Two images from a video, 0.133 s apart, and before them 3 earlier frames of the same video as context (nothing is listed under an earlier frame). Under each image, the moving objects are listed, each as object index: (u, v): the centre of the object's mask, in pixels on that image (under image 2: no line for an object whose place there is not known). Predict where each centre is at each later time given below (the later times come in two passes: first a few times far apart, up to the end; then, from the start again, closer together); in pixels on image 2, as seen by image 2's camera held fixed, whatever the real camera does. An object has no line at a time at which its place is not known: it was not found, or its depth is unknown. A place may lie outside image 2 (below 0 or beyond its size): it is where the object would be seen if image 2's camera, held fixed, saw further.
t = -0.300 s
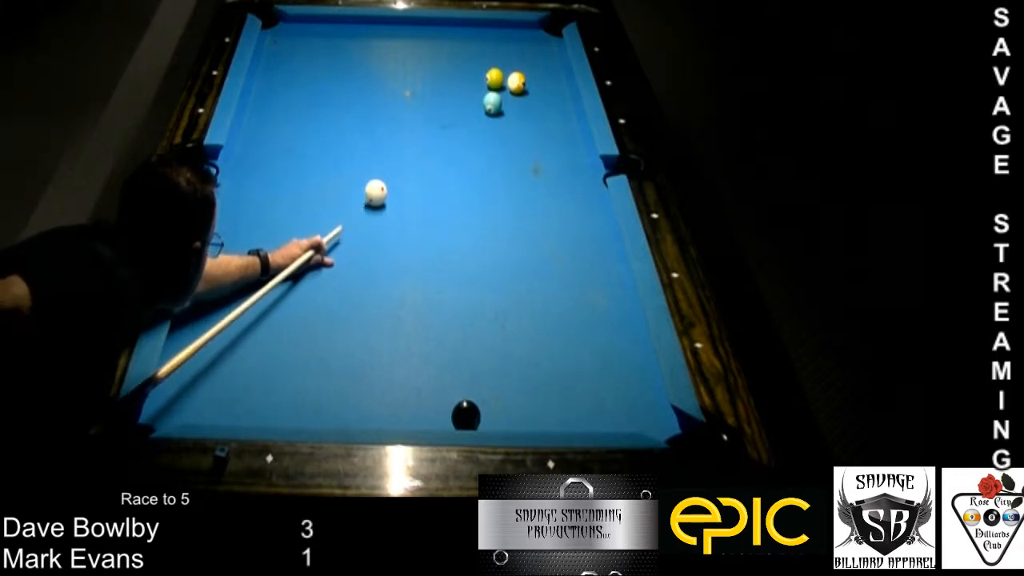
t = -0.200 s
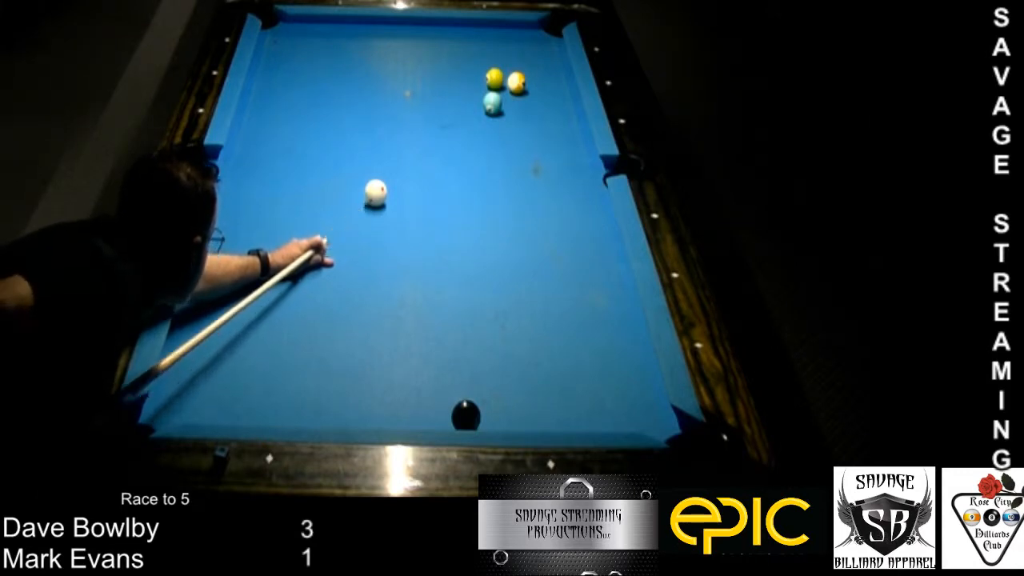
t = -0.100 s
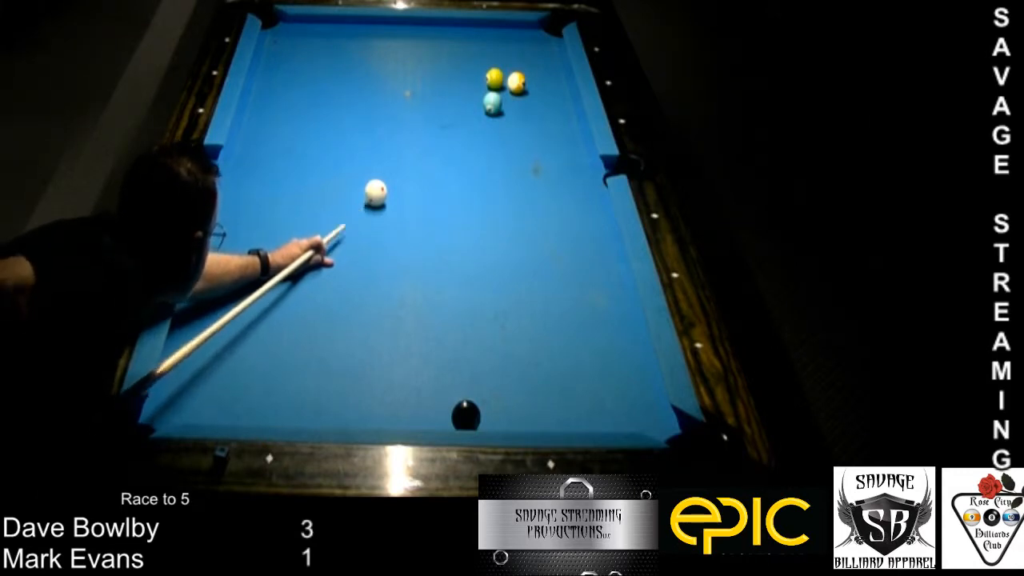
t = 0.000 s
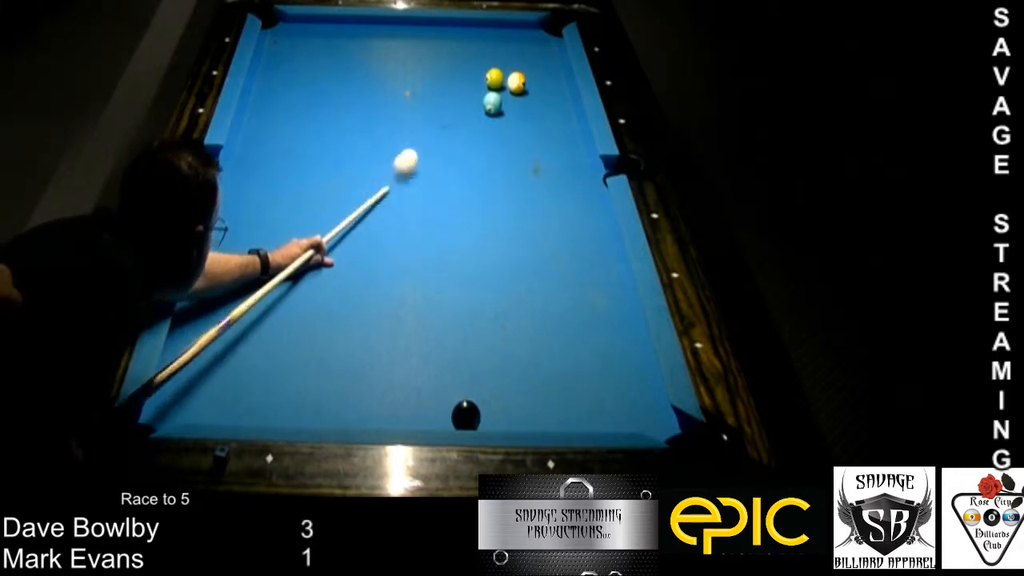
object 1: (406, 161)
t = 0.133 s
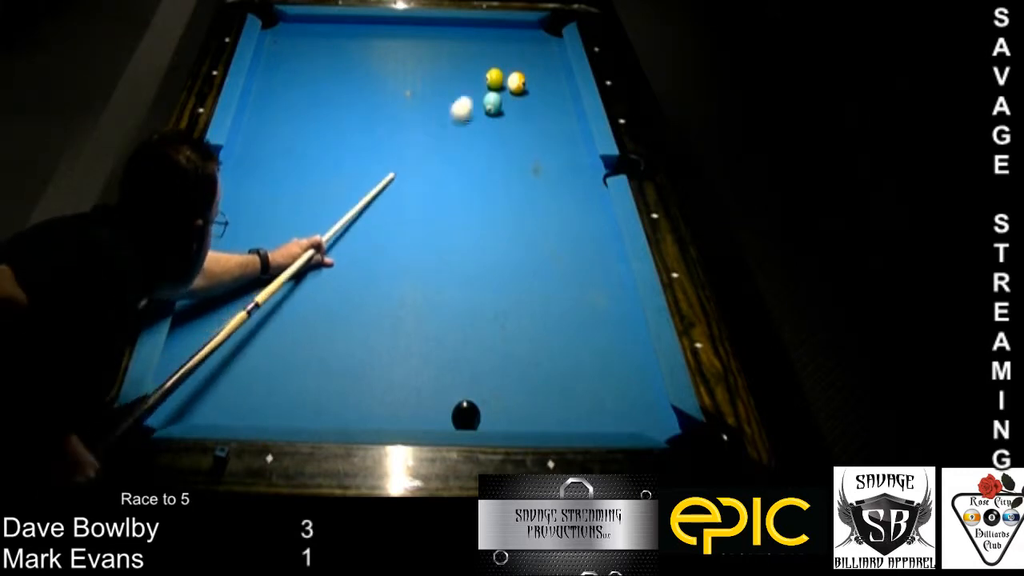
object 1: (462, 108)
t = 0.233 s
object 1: (485, 84)
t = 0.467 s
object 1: (481, 87)
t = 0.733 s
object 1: (477, 88)
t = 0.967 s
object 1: (476, 89)
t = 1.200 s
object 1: (475, 90)
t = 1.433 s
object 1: (475, 90)
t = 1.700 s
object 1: (475, 90)
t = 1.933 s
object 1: (475, 90)
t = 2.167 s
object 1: (475, 90)
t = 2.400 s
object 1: (475, 90)
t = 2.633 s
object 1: (475, 90)
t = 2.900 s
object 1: (475, 90)
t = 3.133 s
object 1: (475, 90)
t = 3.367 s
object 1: (475, 90)
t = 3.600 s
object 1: (475, 90)
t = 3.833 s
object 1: (475, 90)
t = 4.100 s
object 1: (475, 90)
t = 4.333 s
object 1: (475, 90)
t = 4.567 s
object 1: (475, 90)
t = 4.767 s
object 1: (475, 90)
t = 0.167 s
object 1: (475, 96)
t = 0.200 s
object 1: (486, 84)
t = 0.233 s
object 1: (485, 84)
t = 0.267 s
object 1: (484, 85)
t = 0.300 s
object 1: (484, 85)
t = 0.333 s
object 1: (483, 85)
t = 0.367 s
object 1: (482, 86)
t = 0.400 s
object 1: (482, 86)
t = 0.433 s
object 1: (481, 86)
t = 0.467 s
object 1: (481, 87)
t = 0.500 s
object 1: (481, 87)
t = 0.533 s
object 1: (480, 87)
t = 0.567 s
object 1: (479, 87)
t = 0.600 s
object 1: (479, 88)
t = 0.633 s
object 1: (478, 88)
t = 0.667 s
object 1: (478, 88)
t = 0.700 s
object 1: (478, 88)
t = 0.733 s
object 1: (477, 88)
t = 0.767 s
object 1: (477, 89)
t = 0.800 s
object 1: (476, 89)
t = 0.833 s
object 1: (476, 89)
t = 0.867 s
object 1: (476, 89)
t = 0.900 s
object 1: (476, 89)
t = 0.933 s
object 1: (476, 89)
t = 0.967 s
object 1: (476, 89)
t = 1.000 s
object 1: (475, 89)
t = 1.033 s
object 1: (475, 89)
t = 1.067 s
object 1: (475, 90)
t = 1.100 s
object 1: (475, 90)
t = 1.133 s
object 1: (475, 90)
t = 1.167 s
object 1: (474, 90)
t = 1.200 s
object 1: (475, 90)
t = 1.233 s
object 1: (474, 90)
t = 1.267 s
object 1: (474, 90)
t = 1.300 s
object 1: (474, 90)
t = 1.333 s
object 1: (475, 90)
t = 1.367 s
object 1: (475, 90)
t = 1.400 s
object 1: (475, 90)
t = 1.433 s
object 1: (475, 90)
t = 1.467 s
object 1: (475, 90)
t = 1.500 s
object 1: (475, 90)
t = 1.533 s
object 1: (475, 90)
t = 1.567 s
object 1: (475, 90)
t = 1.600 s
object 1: (475, 90)
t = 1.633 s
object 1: (475, 90)
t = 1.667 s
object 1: (475, 90)
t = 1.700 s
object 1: (475, 90)
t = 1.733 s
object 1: (475, 90)
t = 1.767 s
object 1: (475, 90)
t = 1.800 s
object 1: (475, 90)
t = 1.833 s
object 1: (475, 90)
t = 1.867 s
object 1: (475, 90)
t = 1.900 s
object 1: (475, 90)
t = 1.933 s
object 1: (475, 90)
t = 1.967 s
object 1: (475, 90)
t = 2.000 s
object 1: (475, 90)
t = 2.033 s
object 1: (475, 90)
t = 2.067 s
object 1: (475, 90)
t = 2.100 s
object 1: (475, 90)
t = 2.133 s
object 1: (475, 90)
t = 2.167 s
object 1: (475, 90)
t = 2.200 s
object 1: (475, 90)
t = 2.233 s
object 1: (475, 90)
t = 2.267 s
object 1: (475, 90)
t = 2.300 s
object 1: (475, 90)
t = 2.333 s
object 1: (475, 90)
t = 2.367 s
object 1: (475, 90)
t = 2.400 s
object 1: (475, 90)
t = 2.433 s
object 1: (475, 90)
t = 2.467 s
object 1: (475, 90)
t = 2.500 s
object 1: (475, 90)
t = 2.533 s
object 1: (475, 90)
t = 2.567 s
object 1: (475, 90)
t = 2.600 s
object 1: (475, 90)
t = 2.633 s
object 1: (475, 90)
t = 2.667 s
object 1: (475, 90)
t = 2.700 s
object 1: (475, 90)
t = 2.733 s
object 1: (475, 90)
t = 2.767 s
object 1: (475, 90)
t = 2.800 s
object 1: (475, 90)
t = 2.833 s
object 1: (475, 90)
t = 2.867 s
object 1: (475, 90)
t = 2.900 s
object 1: (475, 90)
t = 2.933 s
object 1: (475, 90)
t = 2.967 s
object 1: (475, 90)
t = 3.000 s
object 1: (475, 90)
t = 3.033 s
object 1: (475, 90)
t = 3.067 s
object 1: (475, 90)
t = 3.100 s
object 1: (475, 90)
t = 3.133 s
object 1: (475, 90)
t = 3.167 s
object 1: (475, 90)
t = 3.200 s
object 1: (475, 90)
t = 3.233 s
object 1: (475, 90)
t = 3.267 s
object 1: (475, 90)
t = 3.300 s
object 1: (475, 90)
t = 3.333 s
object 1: (475, 90)
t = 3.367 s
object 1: (475, 90)
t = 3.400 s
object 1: (475, 90)
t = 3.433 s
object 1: (475, 90)
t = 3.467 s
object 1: (475, 90)
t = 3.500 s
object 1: (475, 90)
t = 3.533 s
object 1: (475, 90)
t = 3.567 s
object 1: (475, 90)
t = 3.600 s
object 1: (475, 90)
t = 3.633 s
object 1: (475, 90)
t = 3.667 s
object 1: (475, 90)
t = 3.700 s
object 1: (475, 90)
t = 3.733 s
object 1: (475, 90)
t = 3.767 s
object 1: (475, 90)
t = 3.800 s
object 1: (475, 90)
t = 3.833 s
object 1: (475, 90)
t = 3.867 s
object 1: (475, 90)
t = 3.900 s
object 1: (475, 90)
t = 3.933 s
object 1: (475, 90)
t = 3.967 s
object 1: (475, 90)
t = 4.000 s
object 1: (475, 90)
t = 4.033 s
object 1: (475, 90)
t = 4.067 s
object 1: (475, 90)
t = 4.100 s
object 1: (475, 90)
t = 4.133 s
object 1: (476, 85)
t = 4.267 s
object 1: (475, 89)
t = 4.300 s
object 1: (475, 90)
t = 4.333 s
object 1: (475, 90)
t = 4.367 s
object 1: (475, 90)
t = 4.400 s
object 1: (475, 90)
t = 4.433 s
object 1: (475, 90)
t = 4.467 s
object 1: (475, 90)
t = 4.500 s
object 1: (475, 90)
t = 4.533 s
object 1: (475, 90)
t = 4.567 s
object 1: (475, 90)
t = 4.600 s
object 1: (475, 90)
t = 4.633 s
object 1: (475, 90)
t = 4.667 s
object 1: (475, 90)
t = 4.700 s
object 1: (475, 90)
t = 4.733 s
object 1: (475, 90)
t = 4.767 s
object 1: (475, 90)
